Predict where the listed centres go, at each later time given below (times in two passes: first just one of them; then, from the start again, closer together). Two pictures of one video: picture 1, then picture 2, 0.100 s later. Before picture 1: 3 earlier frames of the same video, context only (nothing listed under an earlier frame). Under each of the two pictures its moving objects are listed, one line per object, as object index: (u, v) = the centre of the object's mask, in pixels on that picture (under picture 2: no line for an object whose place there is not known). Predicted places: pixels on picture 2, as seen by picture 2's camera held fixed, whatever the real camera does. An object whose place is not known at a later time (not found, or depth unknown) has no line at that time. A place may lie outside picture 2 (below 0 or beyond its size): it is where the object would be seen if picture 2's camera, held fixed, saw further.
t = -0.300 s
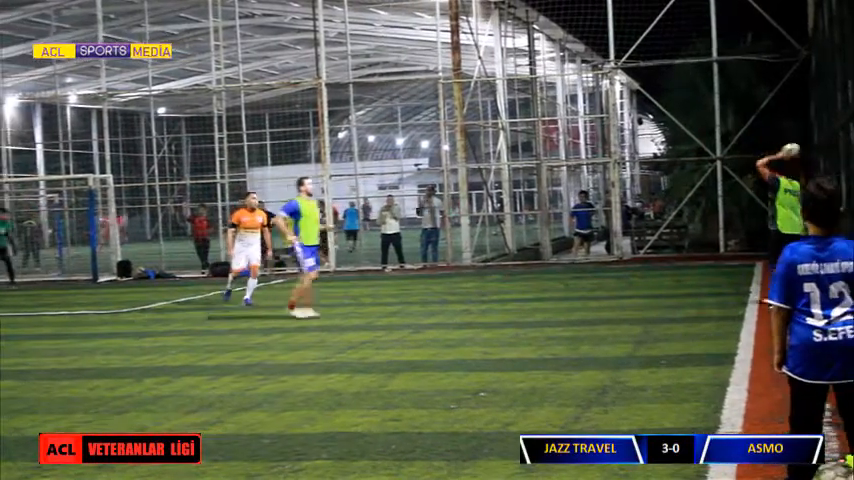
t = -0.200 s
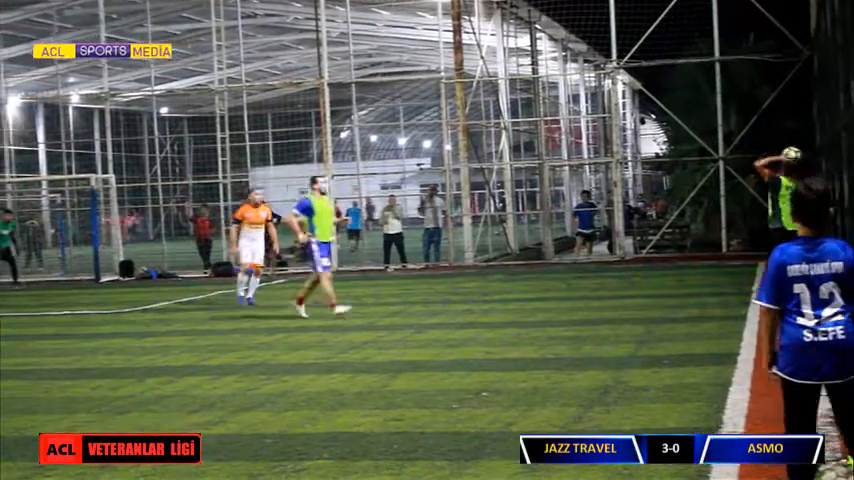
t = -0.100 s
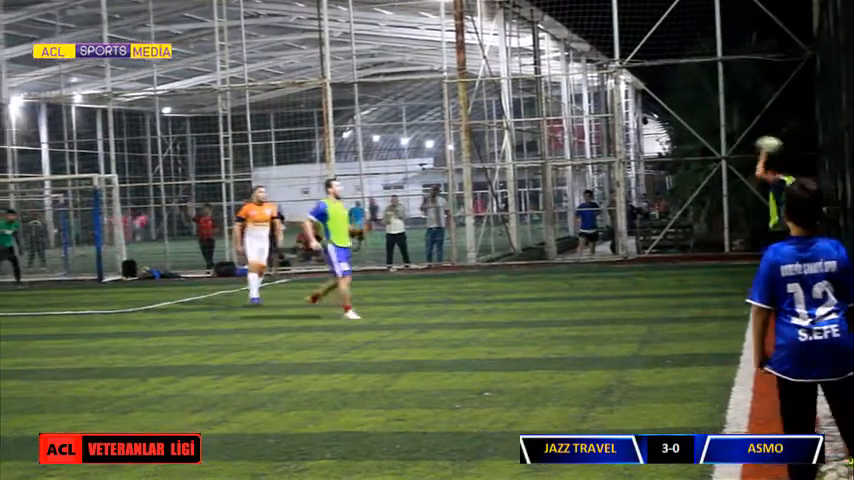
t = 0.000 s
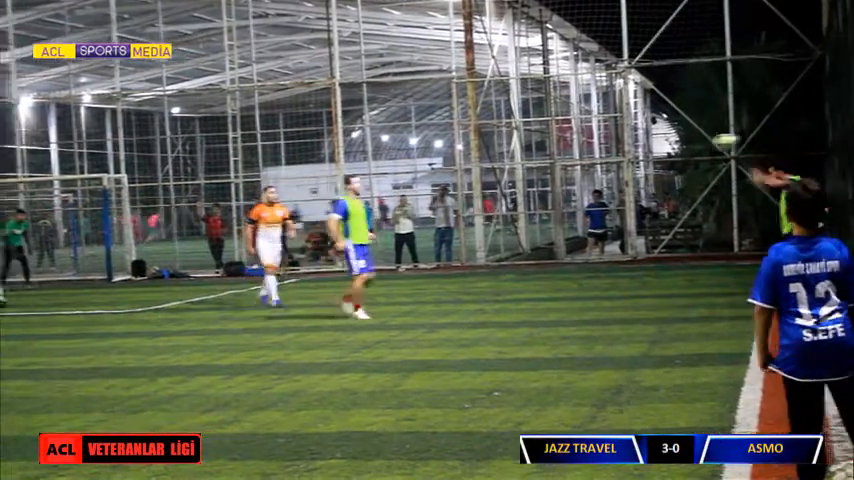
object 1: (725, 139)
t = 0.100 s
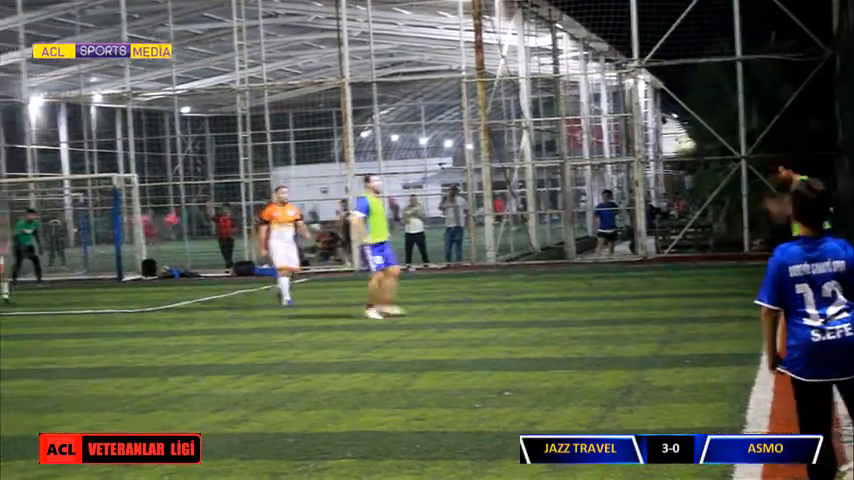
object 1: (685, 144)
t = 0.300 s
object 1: (582, 183)
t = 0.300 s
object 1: (582, 183)
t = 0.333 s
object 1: (567, 191)
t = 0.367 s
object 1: (551, 201)
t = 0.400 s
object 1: (535, 211)
